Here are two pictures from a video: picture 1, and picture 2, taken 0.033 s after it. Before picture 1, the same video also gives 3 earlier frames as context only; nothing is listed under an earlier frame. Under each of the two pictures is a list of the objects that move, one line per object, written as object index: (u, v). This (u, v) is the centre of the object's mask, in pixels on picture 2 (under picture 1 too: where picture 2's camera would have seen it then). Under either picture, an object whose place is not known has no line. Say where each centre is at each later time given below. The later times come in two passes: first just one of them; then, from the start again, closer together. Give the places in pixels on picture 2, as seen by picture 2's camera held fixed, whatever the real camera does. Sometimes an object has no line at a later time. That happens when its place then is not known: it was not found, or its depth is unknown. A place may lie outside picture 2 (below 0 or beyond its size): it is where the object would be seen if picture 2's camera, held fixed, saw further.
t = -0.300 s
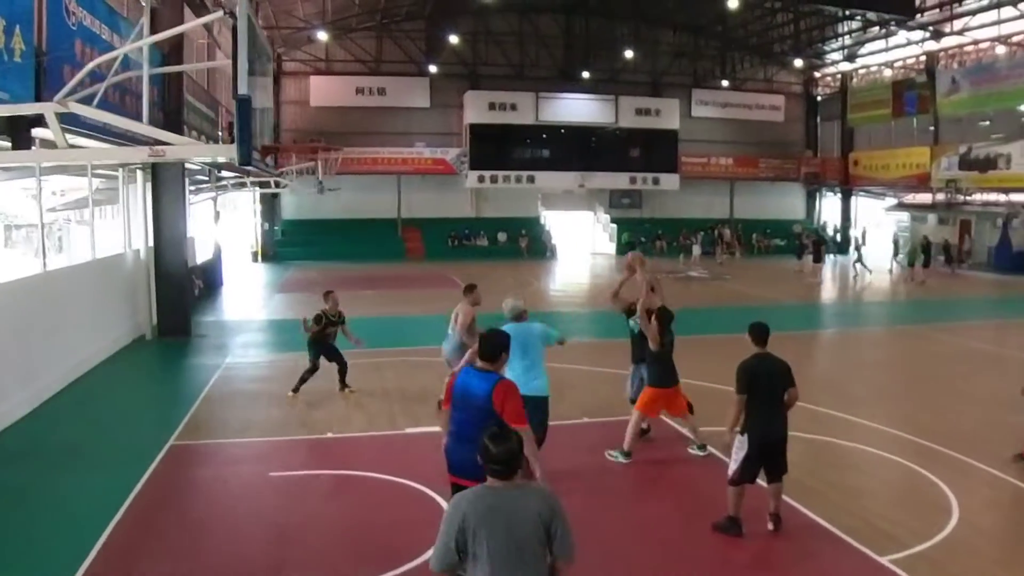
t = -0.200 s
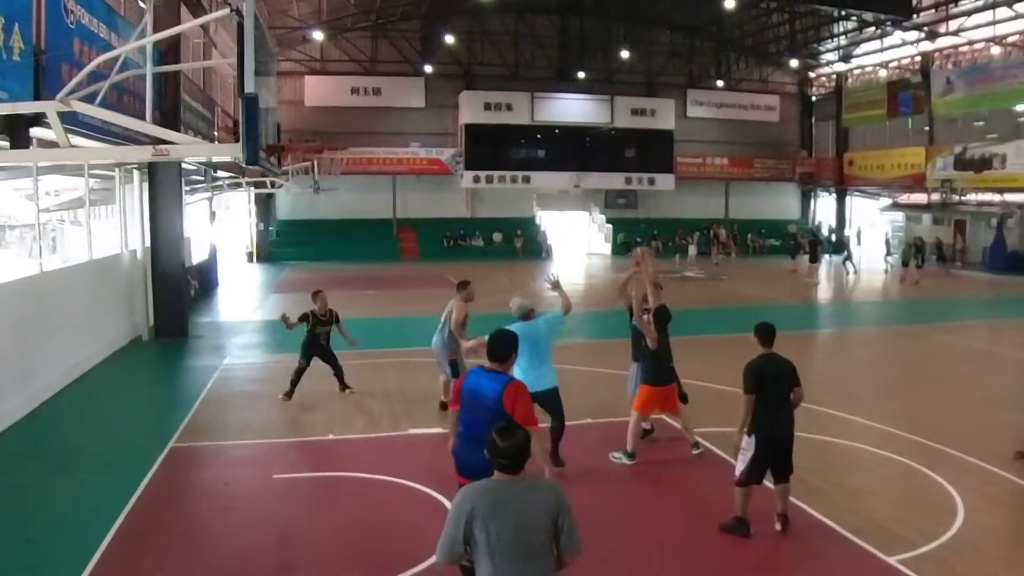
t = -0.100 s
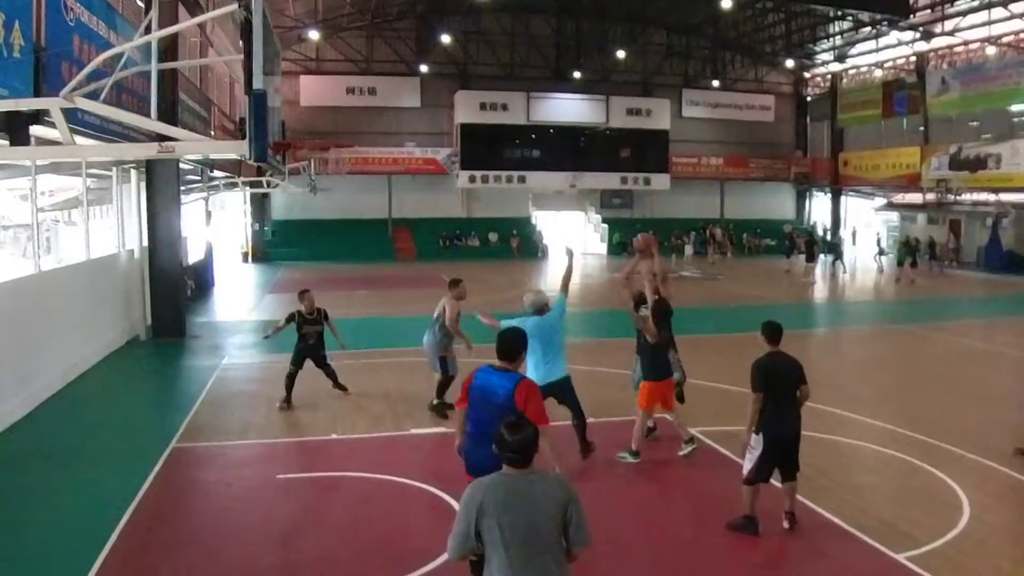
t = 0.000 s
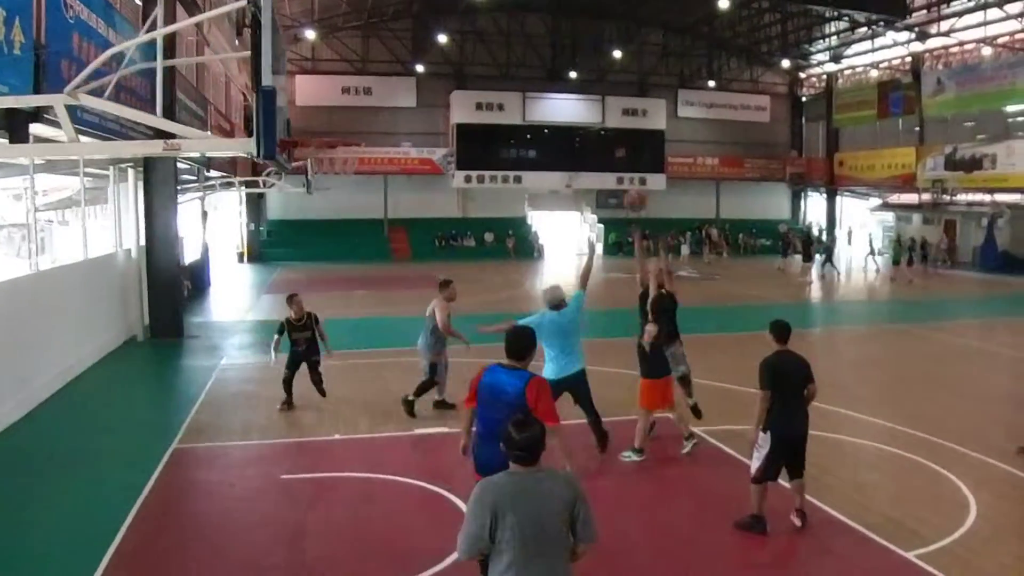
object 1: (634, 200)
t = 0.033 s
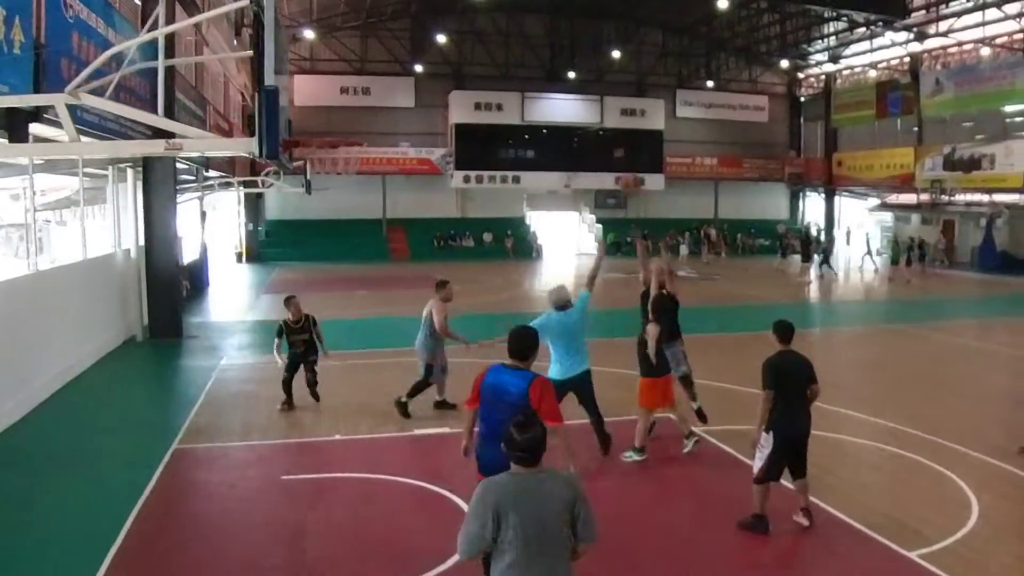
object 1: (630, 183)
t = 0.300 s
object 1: (585, 81)
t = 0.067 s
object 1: (625, 169)
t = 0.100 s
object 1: (620, 154)
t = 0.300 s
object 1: (585, 81)
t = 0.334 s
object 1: (579, 72)
